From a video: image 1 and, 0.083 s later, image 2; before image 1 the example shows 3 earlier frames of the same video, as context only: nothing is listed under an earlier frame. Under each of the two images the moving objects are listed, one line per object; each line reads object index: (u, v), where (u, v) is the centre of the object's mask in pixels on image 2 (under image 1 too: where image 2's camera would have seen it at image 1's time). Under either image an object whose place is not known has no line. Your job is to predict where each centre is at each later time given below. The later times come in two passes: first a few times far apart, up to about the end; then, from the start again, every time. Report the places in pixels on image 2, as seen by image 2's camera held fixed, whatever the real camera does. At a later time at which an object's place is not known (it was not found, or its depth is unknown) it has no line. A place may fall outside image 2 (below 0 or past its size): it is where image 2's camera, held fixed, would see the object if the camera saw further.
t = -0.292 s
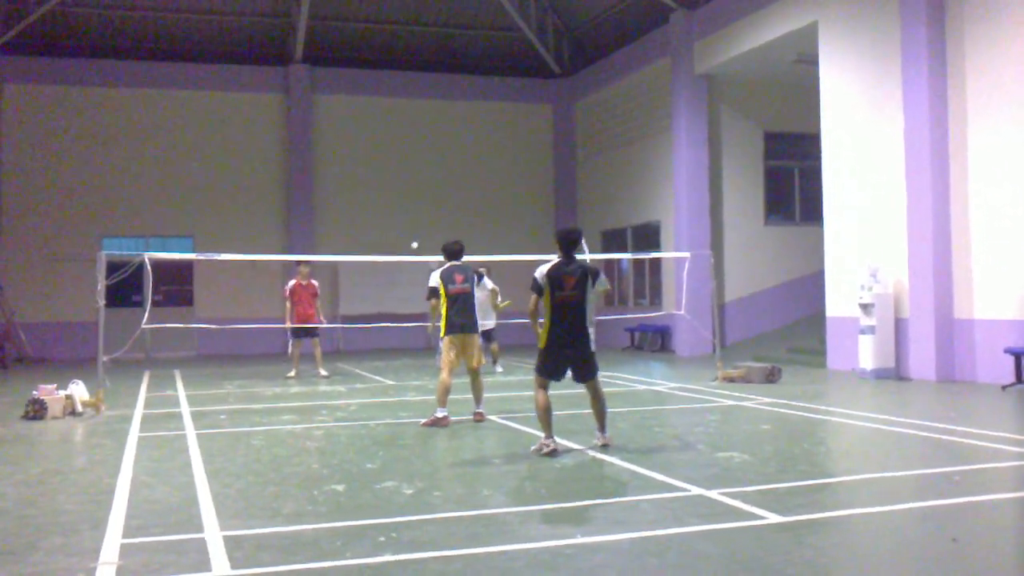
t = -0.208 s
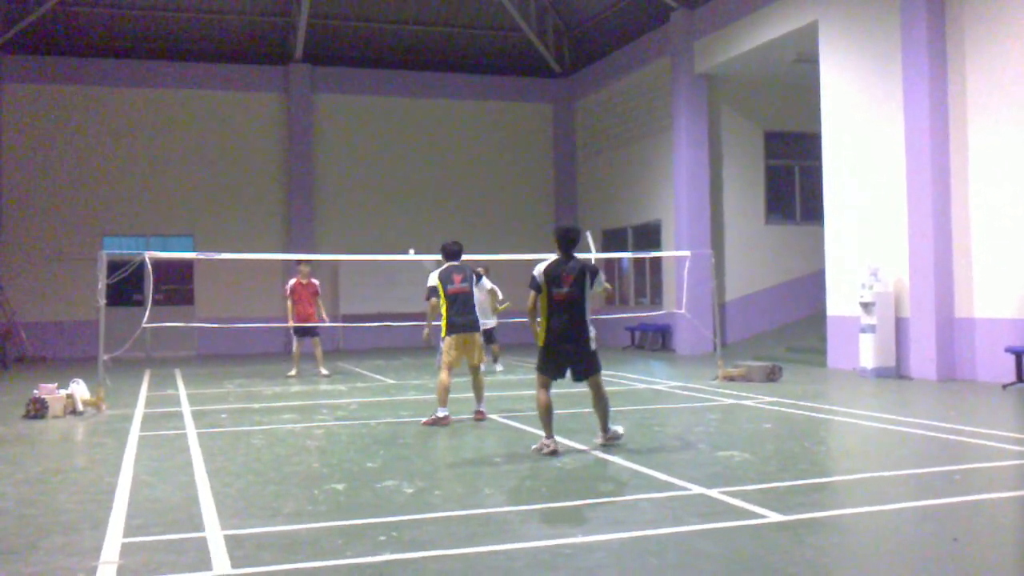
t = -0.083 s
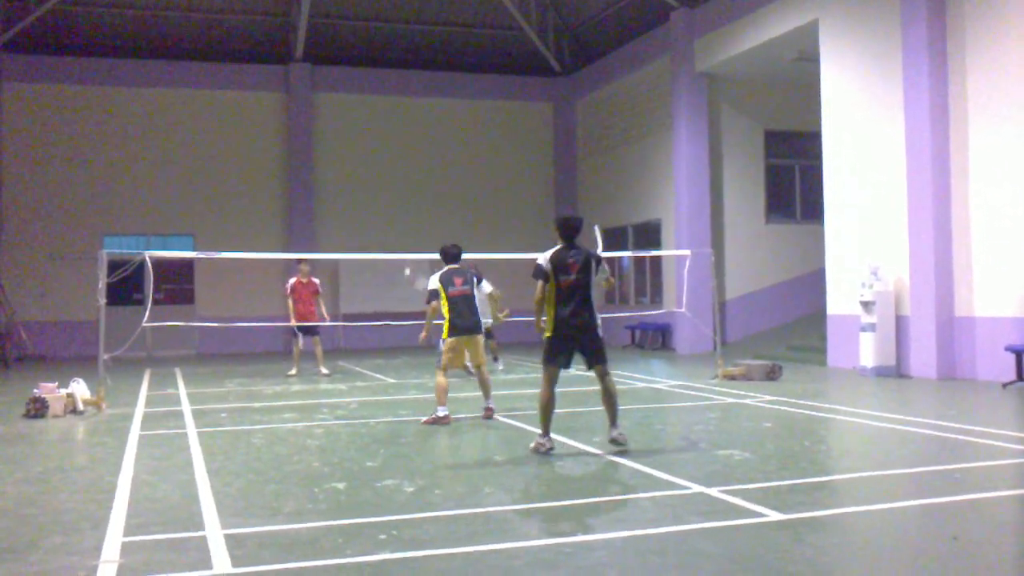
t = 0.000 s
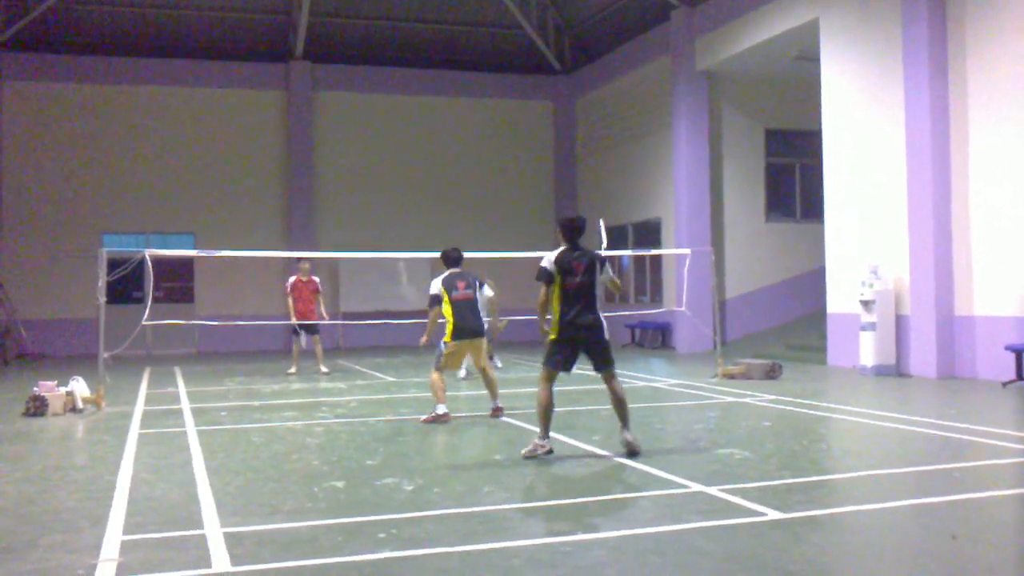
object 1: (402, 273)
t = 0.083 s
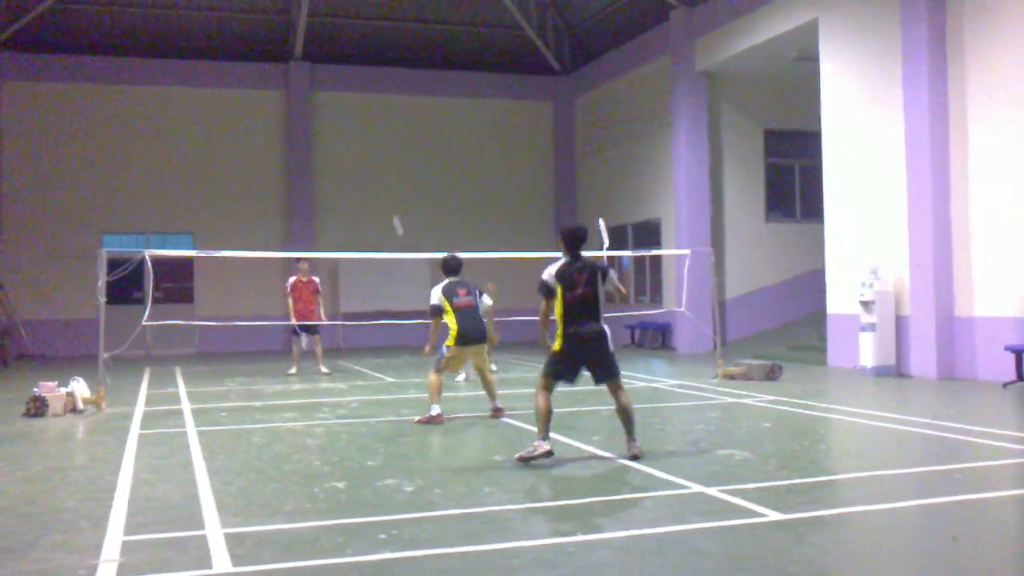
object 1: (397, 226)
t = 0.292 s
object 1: (379, 144)
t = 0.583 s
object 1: (350, 119)
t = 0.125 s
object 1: (392, 205)
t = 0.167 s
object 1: (391, 187)
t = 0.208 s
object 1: (387, 170)
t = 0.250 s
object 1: (383, 156)
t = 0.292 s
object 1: (379, 144)
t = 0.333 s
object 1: (376, 134)
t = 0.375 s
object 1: (370, 126)
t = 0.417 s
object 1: (366, 120)
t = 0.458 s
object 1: (362, 117)
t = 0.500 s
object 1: (358, 115)
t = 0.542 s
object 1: (354, 116)
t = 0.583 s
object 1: (350, 119)
